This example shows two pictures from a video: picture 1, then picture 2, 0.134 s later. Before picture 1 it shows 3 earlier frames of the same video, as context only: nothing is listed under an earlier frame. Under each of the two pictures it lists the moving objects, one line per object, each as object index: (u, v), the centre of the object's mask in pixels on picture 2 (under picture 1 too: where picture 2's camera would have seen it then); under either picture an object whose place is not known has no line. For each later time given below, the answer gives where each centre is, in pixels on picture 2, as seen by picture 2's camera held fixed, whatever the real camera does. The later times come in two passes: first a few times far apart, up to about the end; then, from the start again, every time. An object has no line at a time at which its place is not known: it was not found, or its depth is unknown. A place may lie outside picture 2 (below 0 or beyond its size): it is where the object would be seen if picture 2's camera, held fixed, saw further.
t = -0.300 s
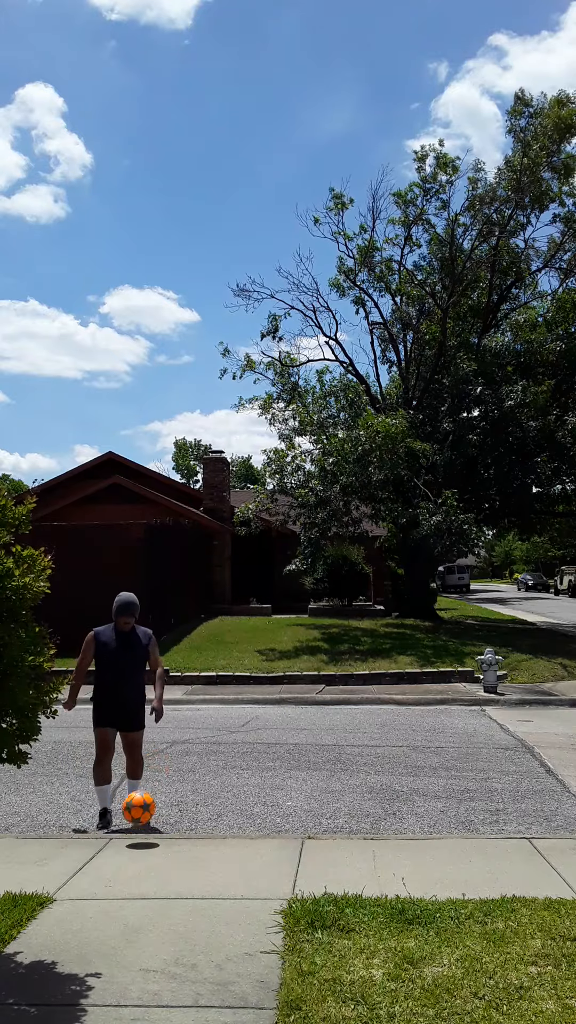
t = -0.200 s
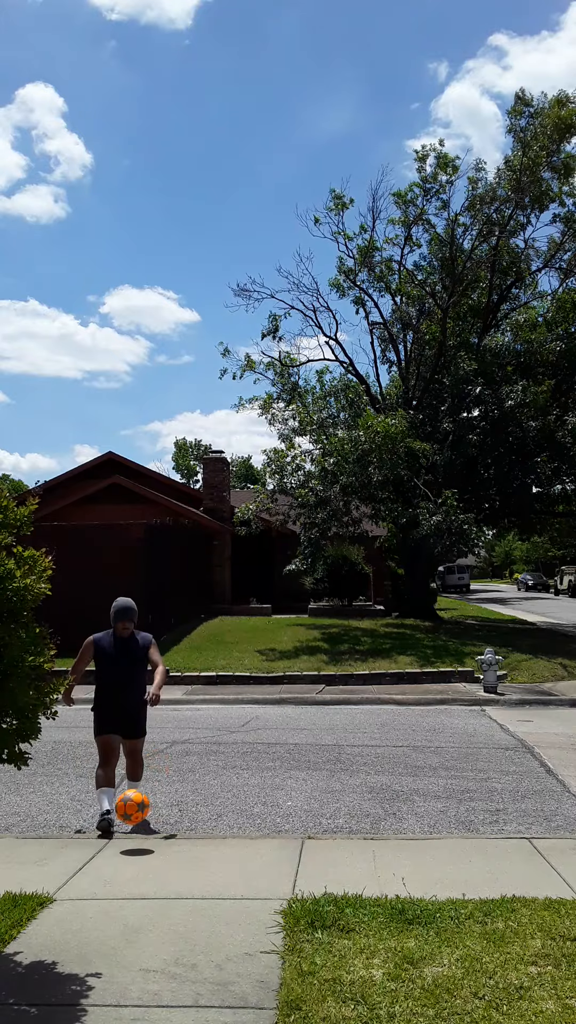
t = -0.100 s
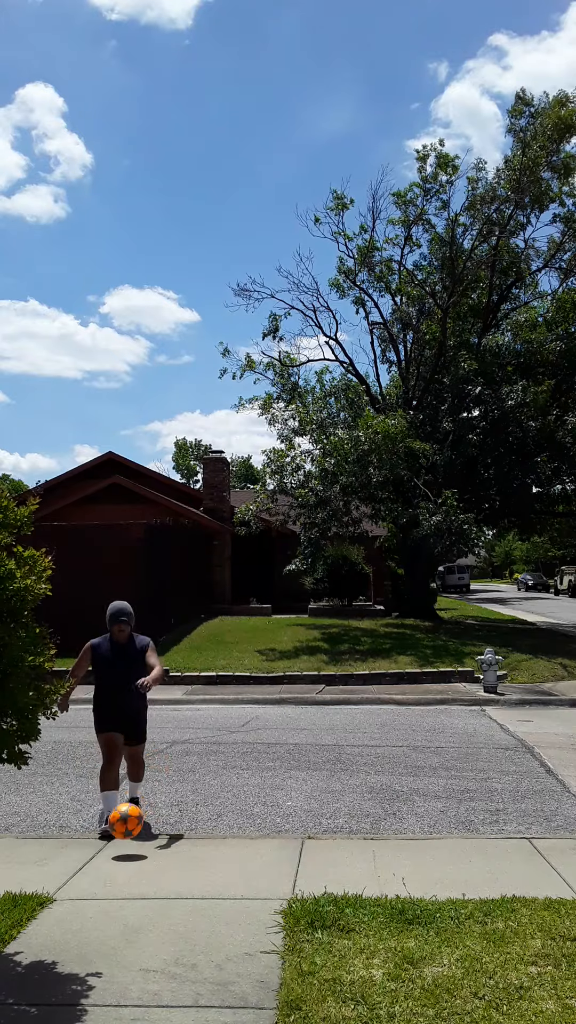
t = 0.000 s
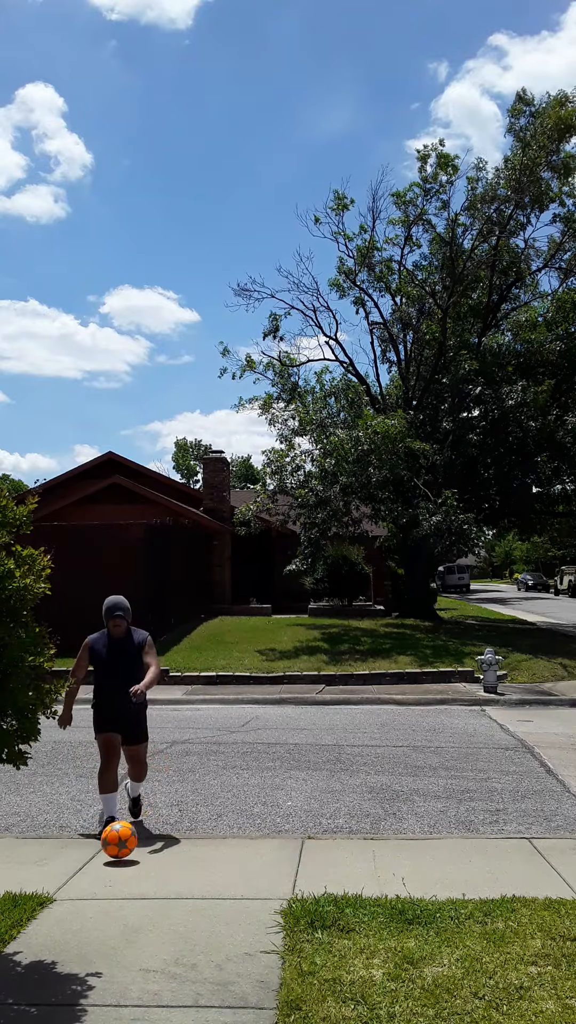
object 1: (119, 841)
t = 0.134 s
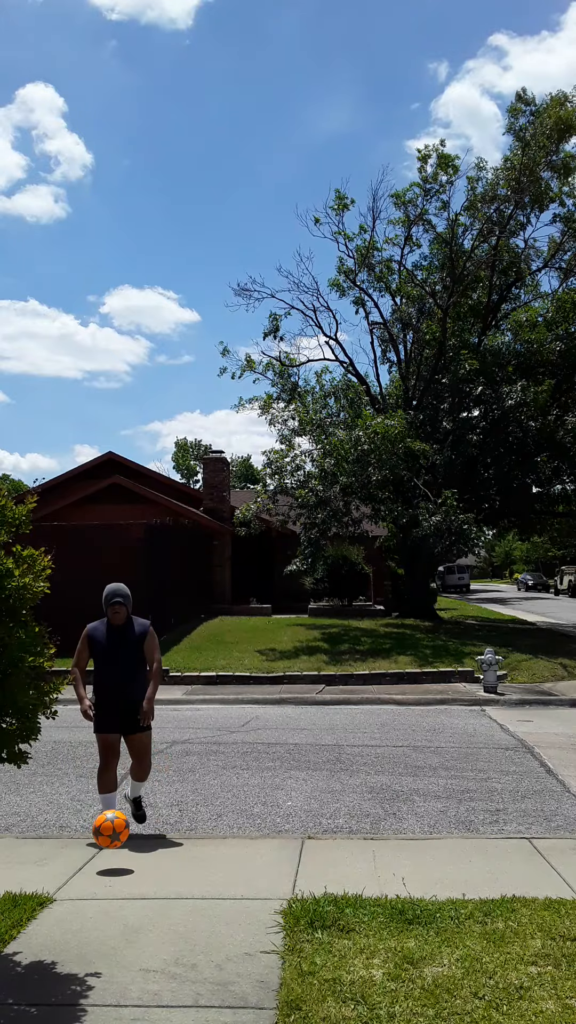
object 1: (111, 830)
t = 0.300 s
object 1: (100, 860)
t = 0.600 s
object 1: (81, 878)
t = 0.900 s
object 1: (59, 905)
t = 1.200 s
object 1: (32, 933)
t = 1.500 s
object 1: (12, 971)
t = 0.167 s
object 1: (108, 833)
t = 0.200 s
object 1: (106, 836)
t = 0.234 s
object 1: (105, 841)
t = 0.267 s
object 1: (102, 849)
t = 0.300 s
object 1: (100, 860)
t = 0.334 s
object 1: (98, 861)
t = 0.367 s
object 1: (96, 856)
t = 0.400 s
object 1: (94, 853)
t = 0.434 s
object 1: (91, 852)
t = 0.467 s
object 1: (89, 854)
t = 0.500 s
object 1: (87, 856)
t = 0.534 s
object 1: (86, 860)
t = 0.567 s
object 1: (84, 867)
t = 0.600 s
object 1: (81, 878)
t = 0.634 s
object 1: (79, 882)
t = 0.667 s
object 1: (77, 879)
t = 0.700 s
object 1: (74, 879)
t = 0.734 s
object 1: (71, 879)
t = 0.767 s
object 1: (69, 882)
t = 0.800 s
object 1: (67, 886)
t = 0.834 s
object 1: (64, 895)
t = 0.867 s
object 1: (62, 906)
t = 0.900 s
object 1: (59, 905)
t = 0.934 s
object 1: (57, 903)
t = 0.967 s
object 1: (54, 904)
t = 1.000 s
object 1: (51, 907)
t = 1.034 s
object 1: (48, 913)
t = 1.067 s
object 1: (45, 921)
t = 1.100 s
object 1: (41, 930)
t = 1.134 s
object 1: (38, 928)
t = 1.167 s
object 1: (35, 929)
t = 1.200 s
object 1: (32, 933)
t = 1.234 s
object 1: (28, 938)
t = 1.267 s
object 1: (25, 948)
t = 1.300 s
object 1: (23, 949)
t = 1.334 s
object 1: (21, 950)
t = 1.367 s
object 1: (19, 953)
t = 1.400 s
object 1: (17, 959)
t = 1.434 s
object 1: (15, 969)
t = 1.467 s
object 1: (14, 966)
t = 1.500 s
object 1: (12, 971)
